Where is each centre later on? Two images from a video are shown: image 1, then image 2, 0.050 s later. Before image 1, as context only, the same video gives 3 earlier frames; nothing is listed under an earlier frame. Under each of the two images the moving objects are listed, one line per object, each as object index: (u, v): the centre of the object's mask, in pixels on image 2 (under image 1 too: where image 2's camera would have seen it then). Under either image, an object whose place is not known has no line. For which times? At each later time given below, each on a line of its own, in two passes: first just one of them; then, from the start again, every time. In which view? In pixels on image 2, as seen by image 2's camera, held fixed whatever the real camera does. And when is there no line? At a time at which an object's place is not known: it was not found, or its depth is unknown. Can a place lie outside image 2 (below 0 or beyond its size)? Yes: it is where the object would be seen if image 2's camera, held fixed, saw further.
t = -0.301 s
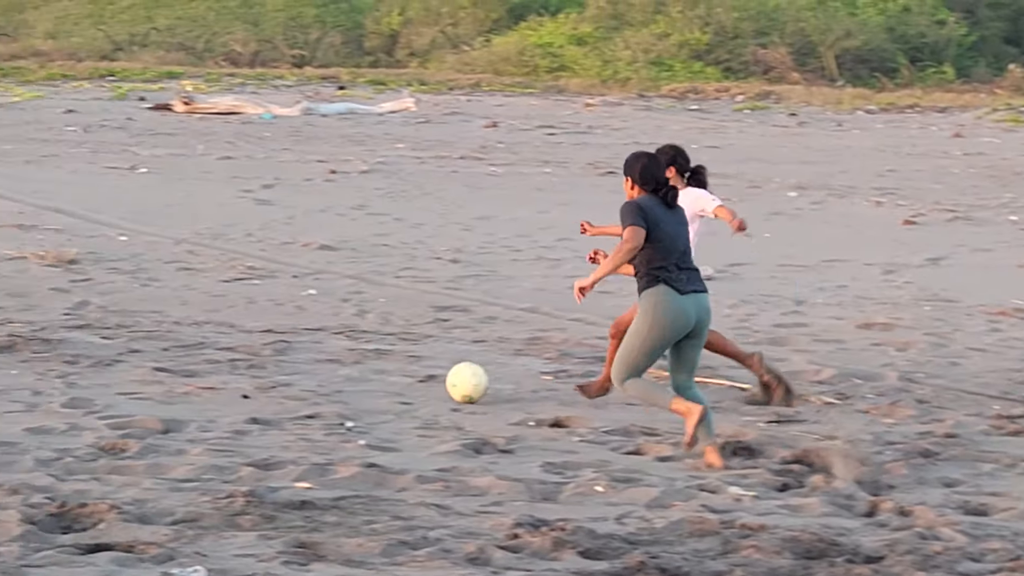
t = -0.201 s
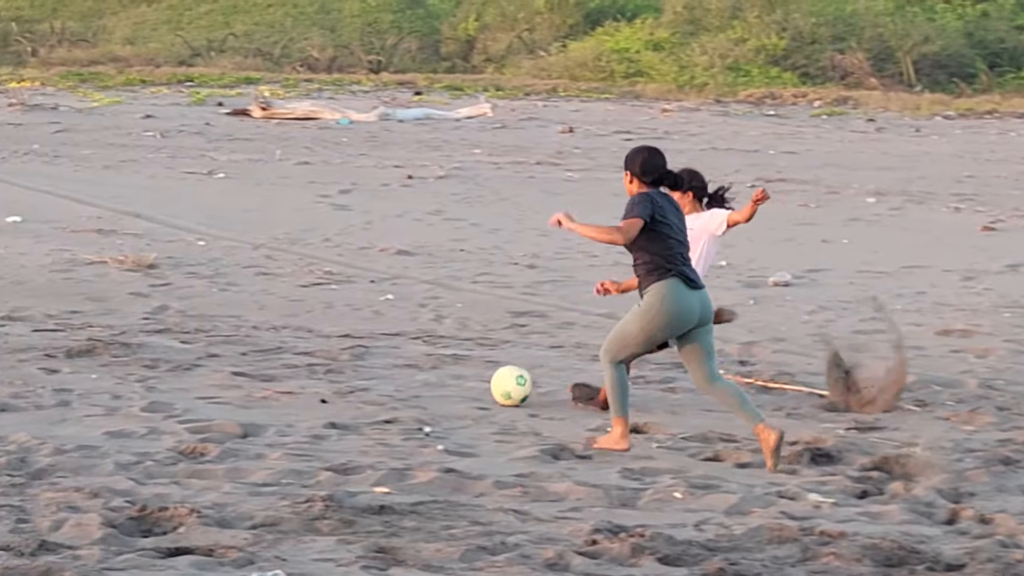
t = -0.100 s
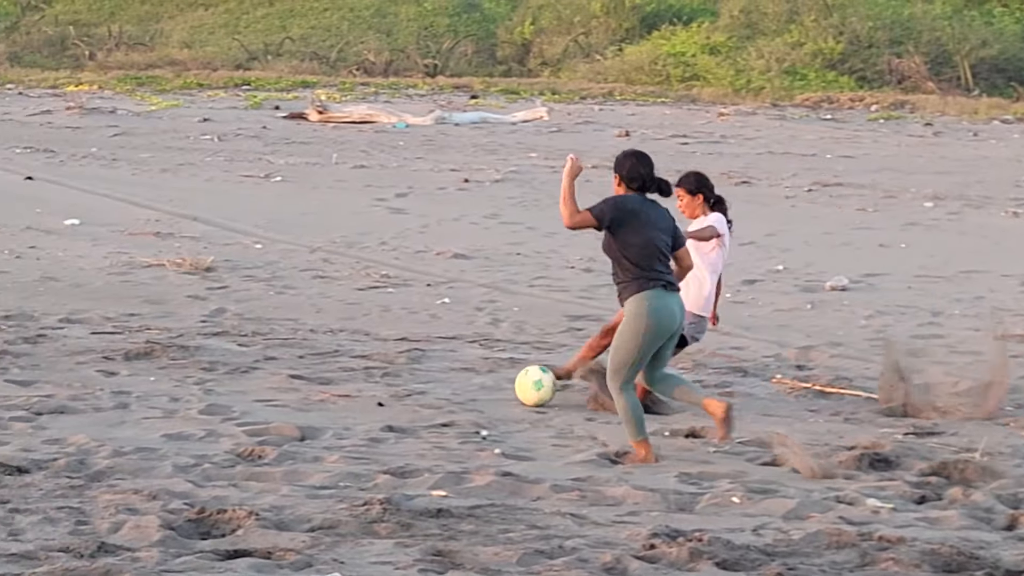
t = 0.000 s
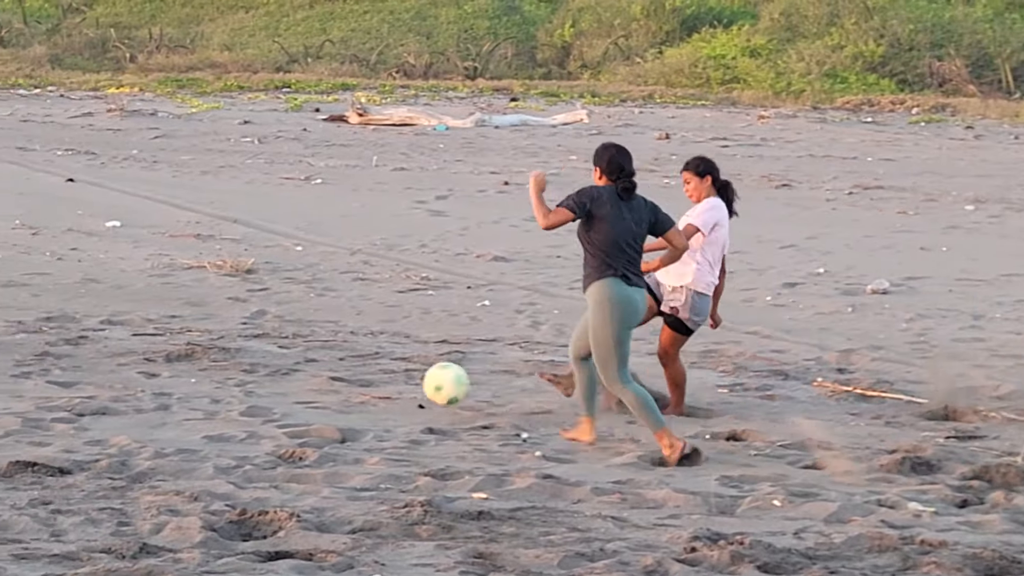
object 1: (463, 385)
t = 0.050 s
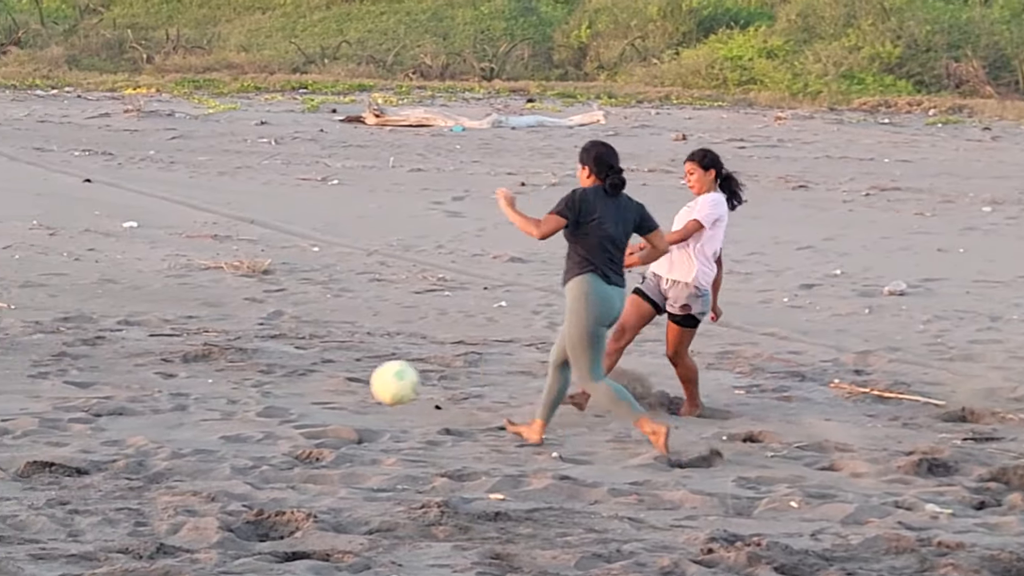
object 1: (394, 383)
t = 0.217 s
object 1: (139, 424)
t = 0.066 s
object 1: (370, 383)
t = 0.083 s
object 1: (347, 385)
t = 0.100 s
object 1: (322, 387)
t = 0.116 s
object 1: (297, 389)
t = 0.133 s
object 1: (272, 393)
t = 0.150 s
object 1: (246, 398)
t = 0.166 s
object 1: (219, 404)
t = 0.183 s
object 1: (195, 409)
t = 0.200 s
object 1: (166, 417)
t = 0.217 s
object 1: (139, 424)
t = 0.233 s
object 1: (111, 430)
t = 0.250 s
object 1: (84, 428)
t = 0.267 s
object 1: (58, 424)
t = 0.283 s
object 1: (28, 421)
